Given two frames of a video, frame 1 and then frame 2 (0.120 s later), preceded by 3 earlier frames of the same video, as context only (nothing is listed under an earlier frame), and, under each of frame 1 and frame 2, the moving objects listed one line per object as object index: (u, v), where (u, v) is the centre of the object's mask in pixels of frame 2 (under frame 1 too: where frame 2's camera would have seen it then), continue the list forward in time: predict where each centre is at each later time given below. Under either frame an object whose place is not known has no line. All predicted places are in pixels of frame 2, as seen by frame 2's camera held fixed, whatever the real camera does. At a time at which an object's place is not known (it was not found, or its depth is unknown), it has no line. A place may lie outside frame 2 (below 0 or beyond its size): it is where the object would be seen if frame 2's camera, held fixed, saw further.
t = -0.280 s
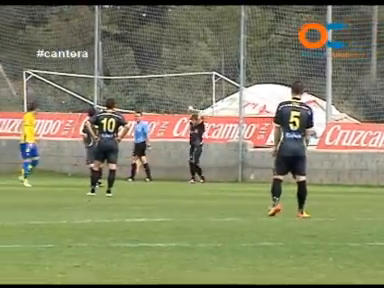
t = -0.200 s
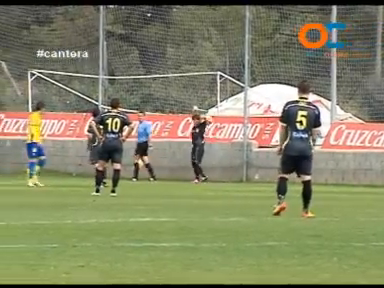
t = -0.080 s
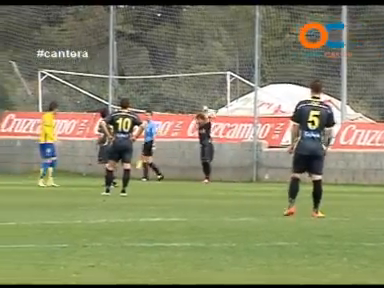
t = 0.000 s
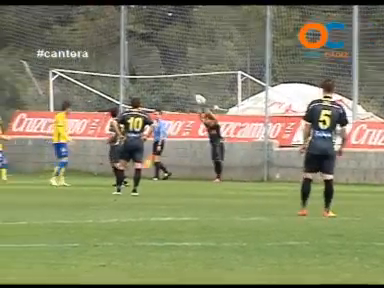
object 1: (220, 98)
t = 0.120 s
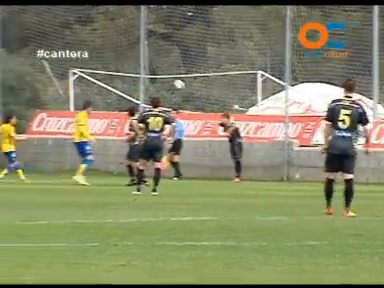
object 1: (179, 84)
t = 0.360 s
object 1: (97, 73)
